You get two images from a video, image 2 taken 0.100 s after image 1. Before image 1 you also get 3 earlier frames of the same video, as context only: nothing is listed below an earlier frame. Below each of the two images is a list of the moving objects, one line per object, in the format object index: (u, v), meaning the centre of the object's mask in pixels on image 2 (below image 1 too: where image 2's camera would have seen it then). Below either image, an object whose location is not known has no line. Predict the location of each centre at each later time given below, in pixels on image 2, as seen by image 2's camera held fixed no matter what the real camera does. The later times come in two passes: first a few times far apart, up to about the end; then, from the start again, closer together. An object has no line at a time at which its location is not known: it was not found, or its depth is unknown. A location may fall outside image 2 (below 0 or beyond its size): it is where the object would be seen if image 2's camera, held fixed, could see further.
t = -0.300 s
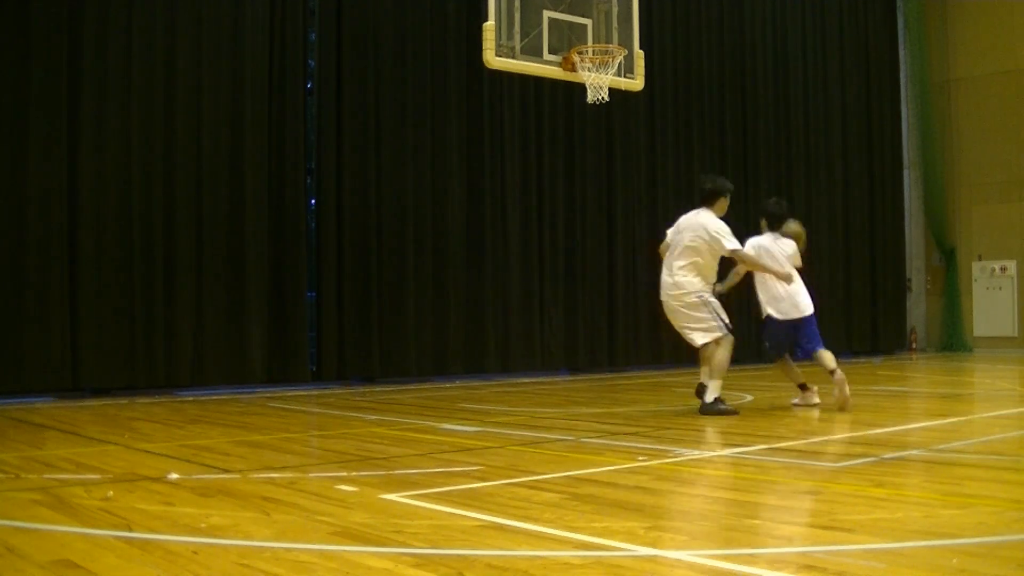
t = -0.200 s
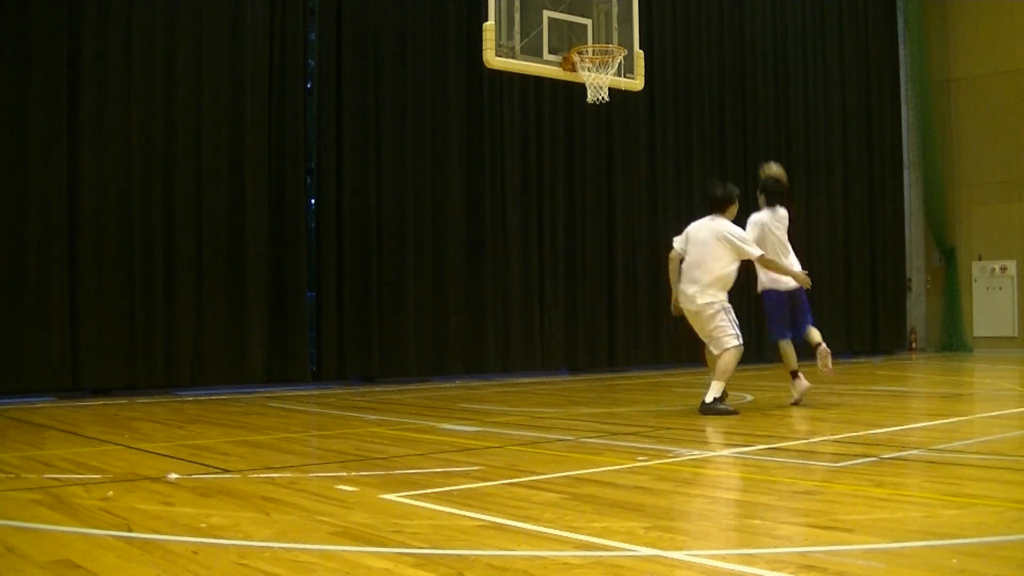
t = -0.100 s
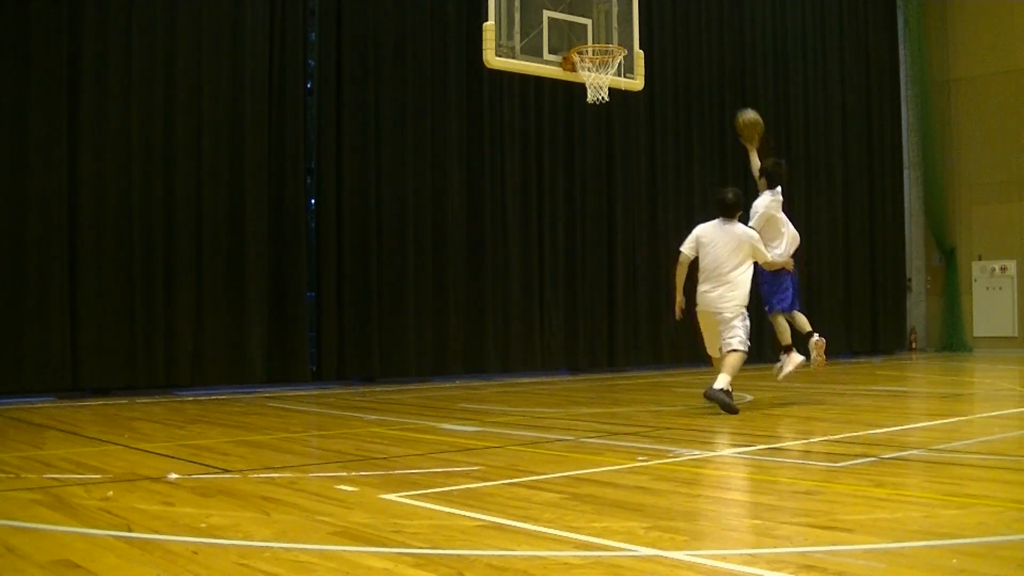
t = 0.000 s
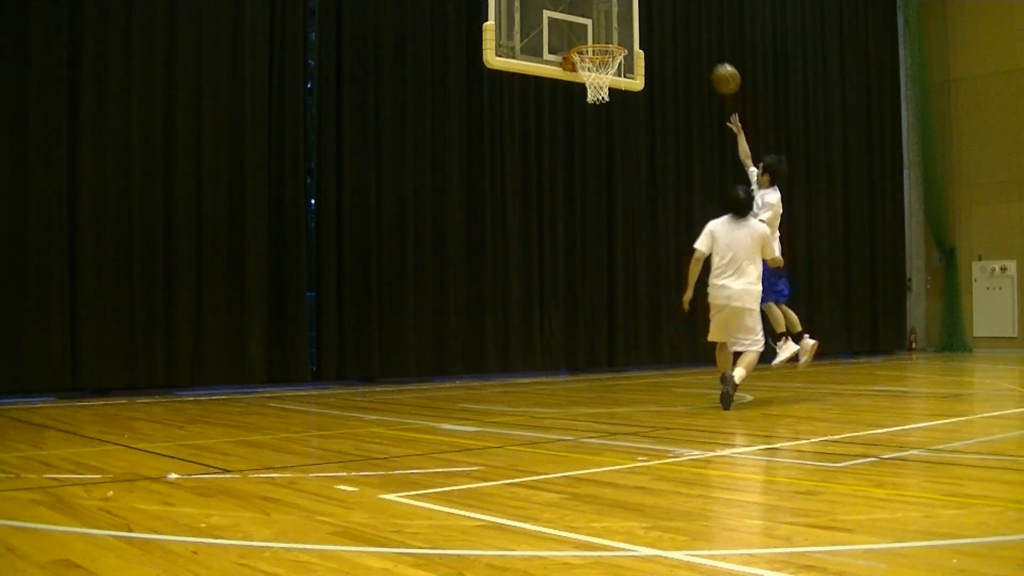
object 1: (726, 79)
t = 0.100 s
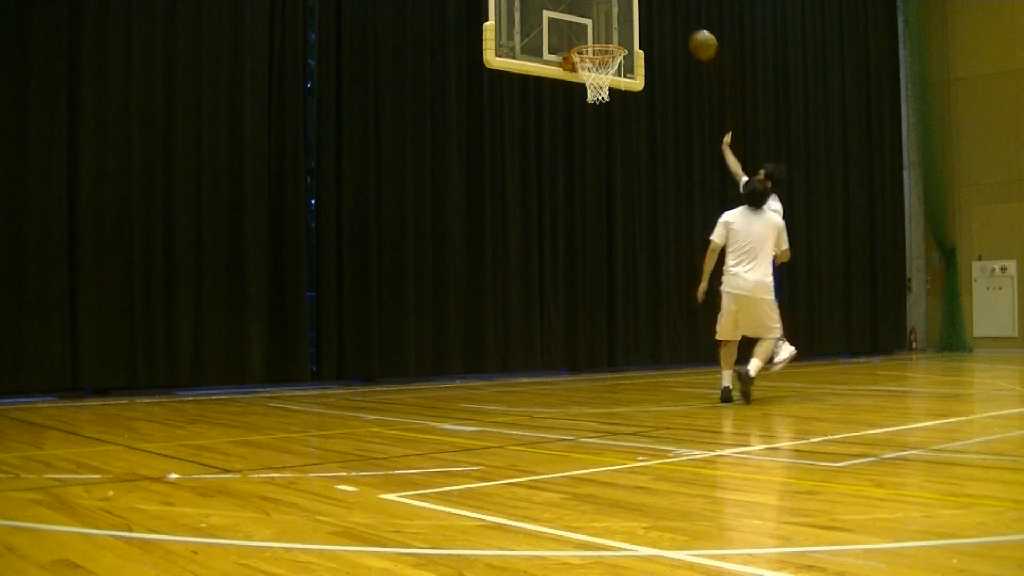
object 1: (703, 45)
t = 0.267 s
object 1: (666, 14)
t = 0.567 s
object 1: (605, 33)
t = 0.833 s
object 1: (586, 82)
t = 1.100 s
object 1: (609, 97)
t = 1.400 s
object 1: (611, 170)
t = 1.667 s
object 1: (617, 339)
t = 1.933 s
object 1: (620, 285)
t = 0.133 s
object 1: (695, 36)
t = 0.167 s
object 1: (688, 28)
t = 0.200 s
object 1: (681, 22)
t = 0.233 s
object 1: (673, 17)
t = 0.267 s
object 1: (666, 14)
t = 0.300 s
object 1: (659, 12)
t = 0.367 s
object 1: (646, 11)
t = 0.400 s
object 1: (639, 11)
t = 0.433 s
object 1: (633, 12)
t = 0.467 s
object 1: (625, 15)
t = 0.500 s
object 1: (618, 21)
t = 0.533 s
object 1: (611, 26)
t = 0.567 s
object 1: (605, 33)
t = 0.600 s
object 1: (600, 36)
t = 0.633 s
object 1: (596, 39)
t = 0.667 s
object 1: (594, 59)
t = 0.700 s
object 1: (585, 62)
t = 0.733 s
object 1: (585, 69)
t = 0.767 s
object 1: (590, 77)
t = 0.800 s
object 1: (588, 84)
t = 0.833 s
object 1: (586, 82)
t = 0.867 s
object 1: (589, 83)
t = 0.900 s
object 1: (592, 85)
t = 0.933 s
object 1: (595, 87)
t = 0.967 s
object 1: (598, 90)
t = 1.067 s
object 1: (609, 95)
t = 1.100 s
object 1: (609, 97)
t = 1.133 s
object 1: (607, 96)
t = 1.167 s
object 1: (607, 98)
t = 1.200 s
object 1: (608, 103)
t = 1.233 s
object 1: (608, 111)
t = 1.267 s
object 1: (608, 120)
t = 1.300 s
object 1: (609, 130)
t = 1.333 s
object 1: (610, 143)
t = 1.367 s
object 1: (611, 156)
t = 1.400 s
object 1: (611, 170)
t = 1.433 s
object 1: (612, 186)
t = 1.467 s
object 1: (613, 204)
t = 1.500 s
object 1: (613, 223)
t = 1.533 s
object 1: (614, 243)
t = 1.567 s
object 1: (615, 265)
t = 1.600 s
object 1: (615, 288)
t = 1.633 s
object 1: (616, 313)
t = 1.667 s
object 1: (617, 339)
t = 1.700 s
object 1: (618, 362)
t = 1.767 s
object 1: (618, 368)
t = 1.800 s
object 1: (619, 352)
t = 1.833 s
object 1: (619, 333)
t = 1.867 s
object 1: (620, 316)
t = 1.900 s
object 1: (620, 299)
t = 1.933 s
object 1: (620, 285)
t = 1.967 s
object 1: (621, 271)
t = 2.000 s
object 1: (621, 259)
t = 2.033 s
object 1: (621, 248)
